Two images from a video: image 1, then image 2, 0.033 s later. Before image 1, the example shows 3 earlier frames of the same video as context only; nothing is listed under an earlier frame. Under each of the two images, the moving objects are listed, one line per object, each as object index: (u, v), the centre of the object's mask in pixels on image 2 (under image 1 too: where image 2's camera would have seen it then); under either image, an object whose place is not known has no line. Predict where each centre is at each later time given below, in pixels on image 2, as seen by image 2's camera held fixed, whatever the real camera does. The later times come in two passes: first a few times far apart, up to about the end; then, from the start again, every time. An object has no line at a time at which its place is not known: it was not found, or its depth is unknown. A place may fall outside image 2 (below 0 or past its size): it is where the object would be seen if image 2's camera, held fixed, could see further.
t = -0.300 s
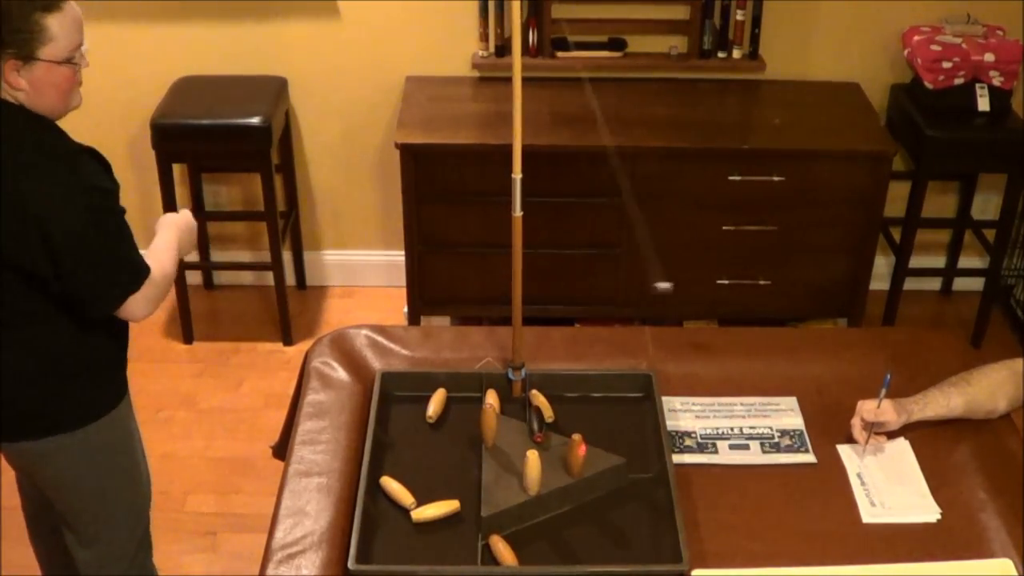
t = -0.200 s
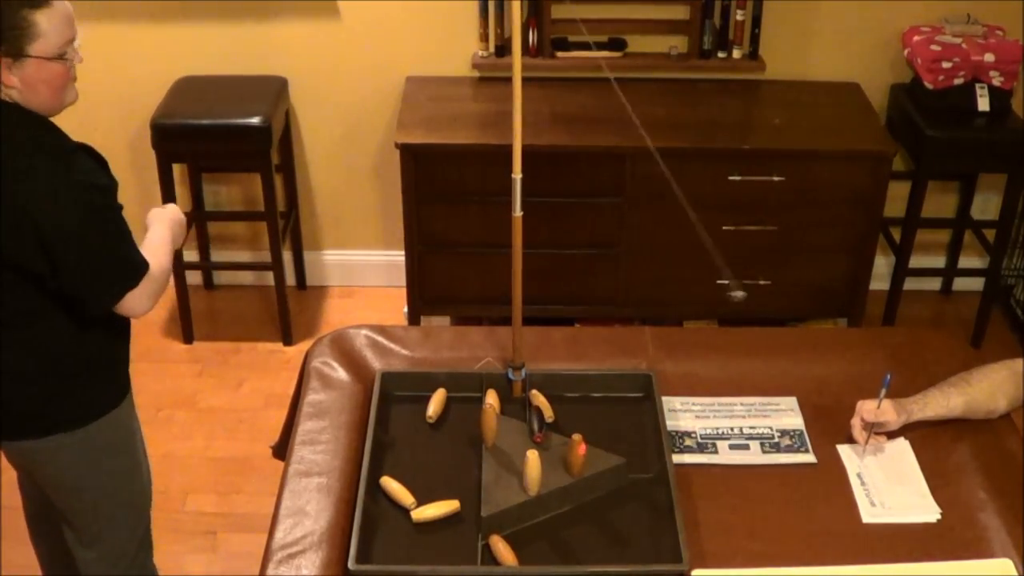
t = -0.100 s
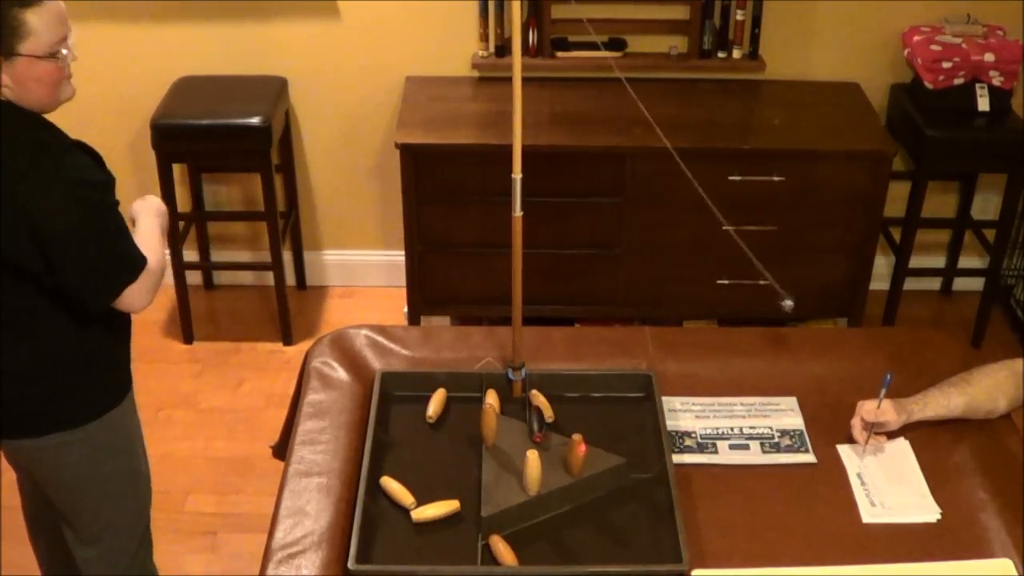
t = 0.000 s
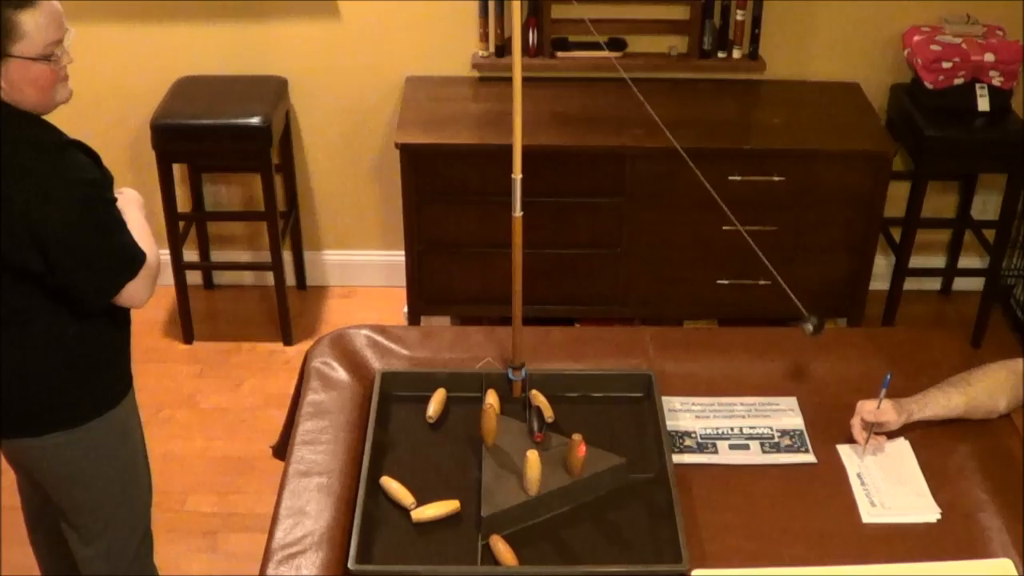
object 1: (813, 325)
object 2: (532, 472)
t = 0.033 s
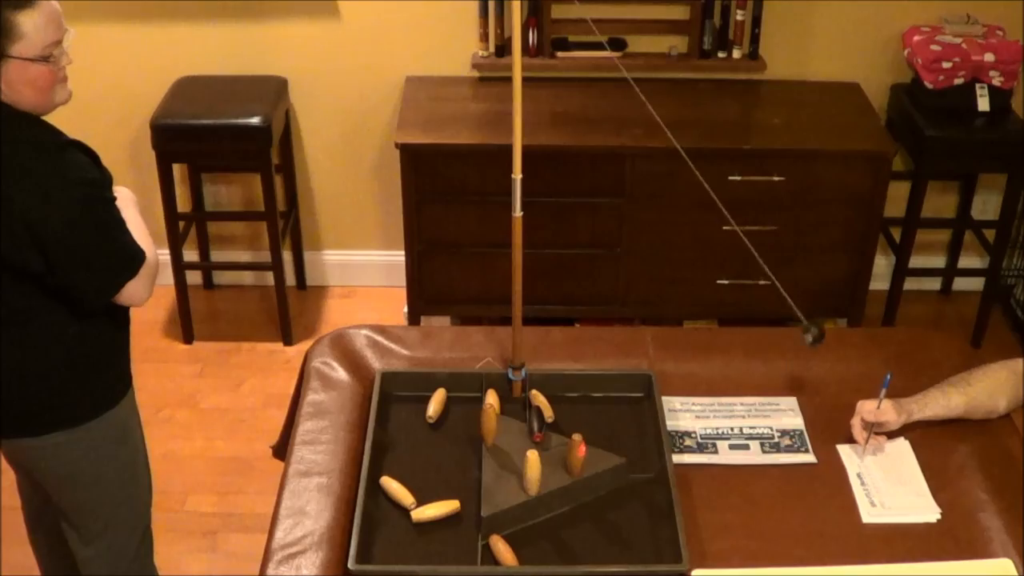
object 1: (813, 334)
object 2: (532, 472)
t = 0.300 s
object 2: (532, 472)
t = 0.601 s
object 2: (448, 509)
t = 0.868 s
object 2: (399, 538)
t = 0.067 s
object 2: (532, 472)
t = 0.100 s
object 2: (532, 472)
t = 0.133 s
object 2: (532, 472)
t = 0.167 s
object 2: (532, 472)
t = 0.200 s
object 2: (532, 472)
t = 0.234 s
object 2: (532, 472)
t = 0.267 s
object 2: (532, 472)
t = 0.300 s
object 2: (532, 472)
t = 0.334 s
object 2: (532, 472)
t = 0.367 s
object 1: (605, 451)
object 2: (532, 472)
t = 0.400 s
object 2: (532, 472)
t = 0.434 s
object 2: (530, 471)
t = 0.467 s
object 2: (511, 474)
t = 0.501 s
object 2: (500, 481)
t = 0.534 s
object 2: (485, 491)
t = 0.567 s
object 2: (468, 498)
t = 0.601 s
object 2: (448, 509)
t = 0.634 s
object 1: (451, 426)
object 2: (433, 514)
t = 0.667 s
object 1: (436, 420)
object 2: (419, 521)
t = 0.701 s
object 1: (422, 410)
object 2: (406, 529)
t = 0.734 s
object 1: (411, 402)
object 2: (396, 530)
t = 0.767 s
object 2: (391, 532)
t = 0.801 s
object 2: (395, 537)
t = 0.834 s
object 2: (397, 537)
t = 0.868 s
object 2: (399, 538)
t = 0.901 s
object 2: (401, 540)
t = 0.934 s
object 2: (401, 540)
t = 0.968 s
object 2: (401, 542)
